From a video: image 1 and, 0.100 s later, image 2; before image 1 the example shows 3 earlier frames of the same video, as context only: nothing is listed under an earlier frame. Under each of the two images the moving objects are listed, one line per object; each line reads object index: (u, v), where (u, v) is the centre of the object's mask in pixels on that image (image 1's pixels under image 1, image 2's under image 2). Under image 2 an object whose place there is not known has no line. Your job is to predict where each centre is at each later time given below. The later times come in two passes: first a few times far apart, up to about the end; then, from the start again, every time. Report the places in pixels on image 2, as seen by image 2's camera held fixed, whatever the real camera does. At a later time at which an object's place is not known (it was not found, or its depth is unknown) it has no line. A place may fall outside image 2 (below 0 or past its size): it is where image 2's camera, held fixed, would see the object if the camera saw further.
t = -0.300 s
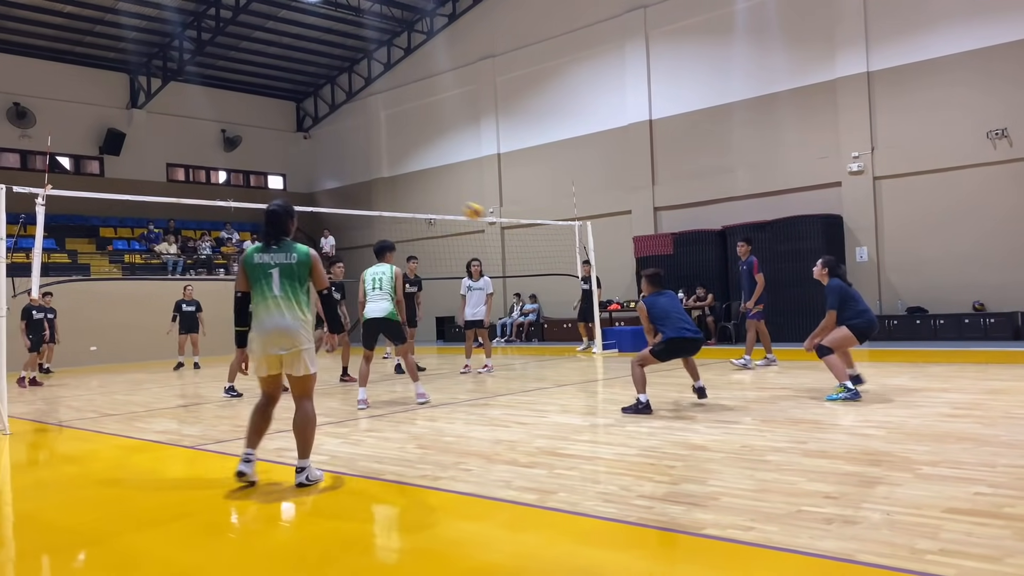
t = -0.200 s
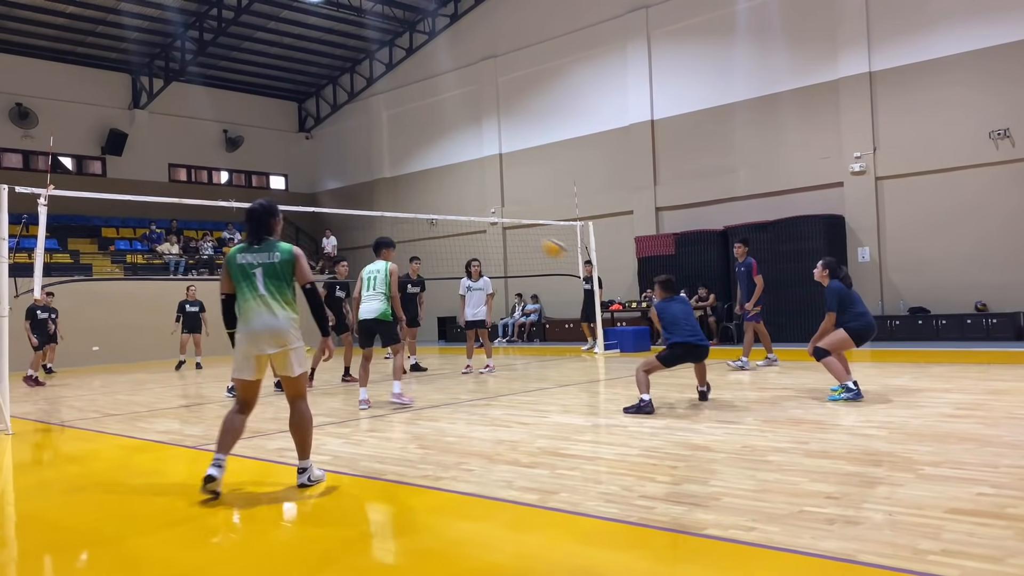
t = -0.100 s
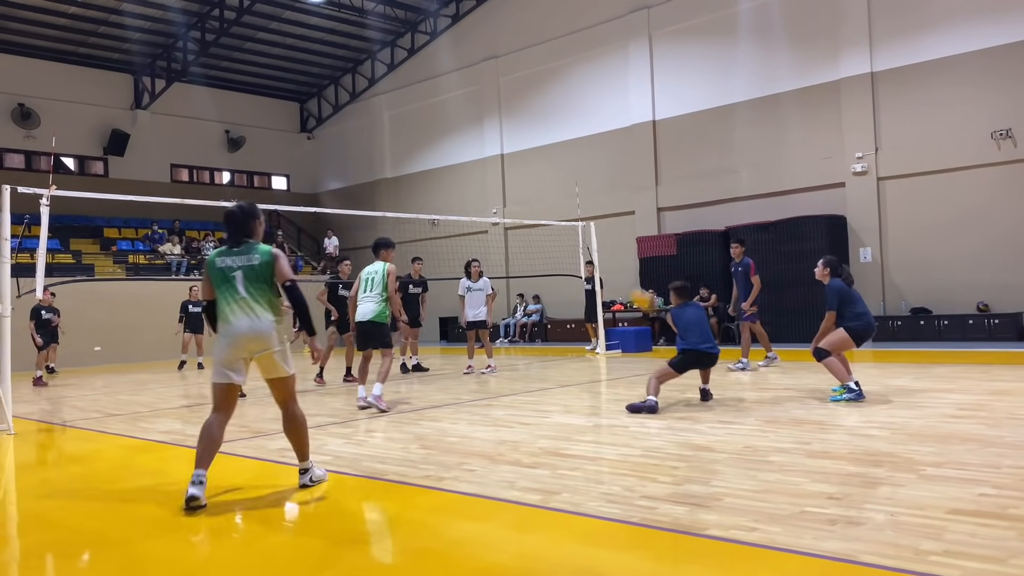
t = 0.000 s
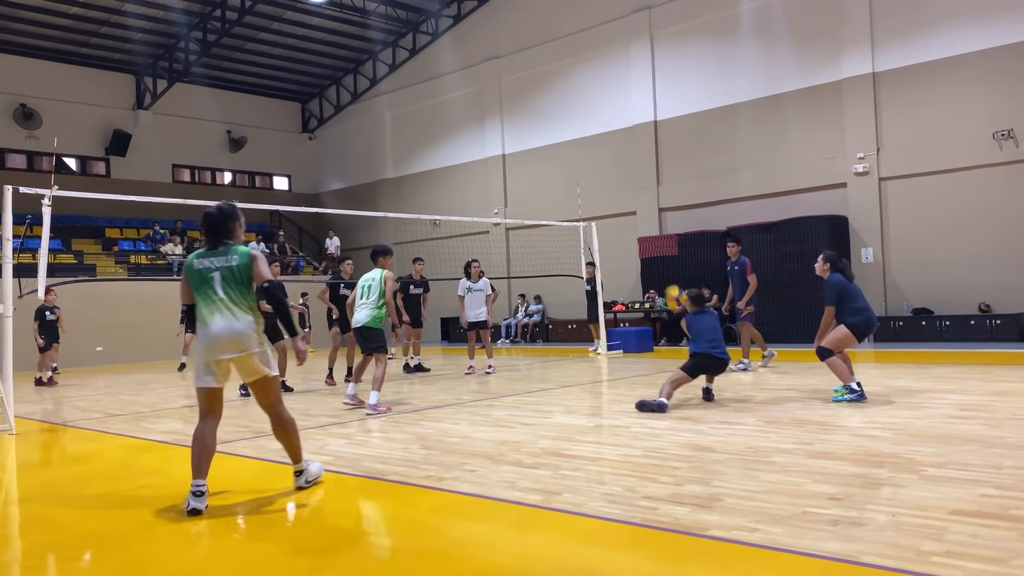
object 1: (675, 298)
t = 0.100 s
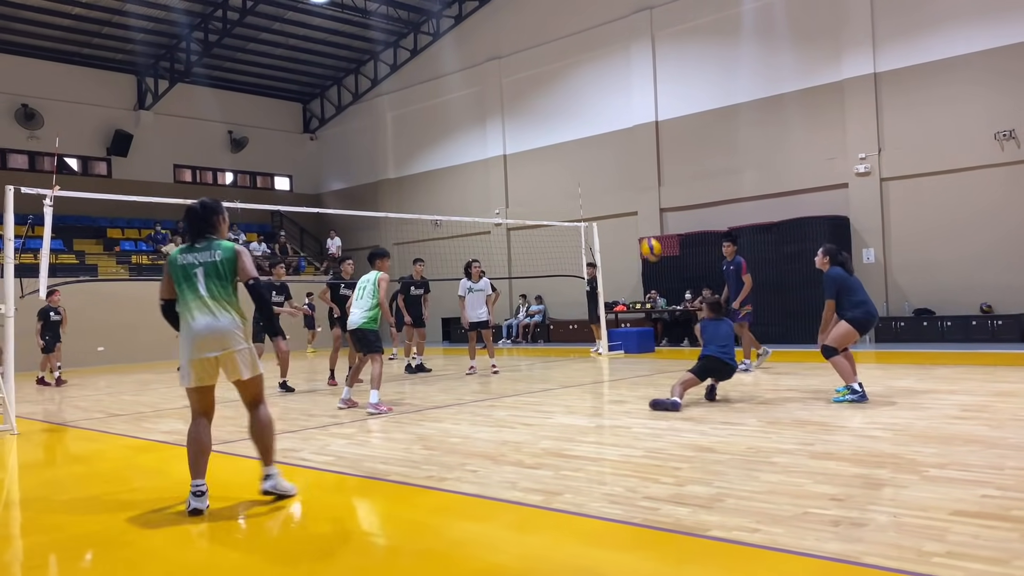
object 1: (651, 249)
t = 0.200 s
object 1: (627, 211)
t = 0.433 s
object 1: (581, 162)
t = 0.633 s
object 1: (547, 158)
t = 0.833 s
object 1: (519, 180)
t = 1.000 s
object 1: (498, 217)
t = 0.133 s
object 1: (643, 236)
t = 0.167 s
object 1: (635, 222)
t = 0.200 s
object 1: (627, 211)
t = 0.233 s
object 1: (620, 201)
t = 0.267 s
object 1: (613, 192)
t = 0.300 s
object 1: (606, 184)
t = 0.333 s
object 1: (599, 177)
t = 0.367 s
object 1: (593, 172)
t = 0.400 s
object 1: (586, 166)
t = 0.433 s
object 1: (581, 162)
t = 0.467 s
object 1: (575, 160)
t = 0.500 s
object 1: (569, 158)
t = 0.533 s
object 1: (563, 157)
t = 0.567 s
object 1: (558, 156)
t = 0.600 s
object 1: (552, 157)
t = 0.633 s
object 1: (547, 158)
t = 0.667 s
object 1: (542, 160)
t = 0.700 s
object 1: (537, 163)
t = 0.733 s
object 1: (532, 166)
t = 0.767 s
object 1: (528, 170)
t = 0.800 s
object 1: (523, 175)
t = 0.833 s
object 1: (519, 180)
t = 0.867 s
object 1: (514, 187)
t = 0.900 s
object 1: (510, 194)
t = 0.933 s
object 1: (506, 201)
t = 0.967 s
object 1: (502, 209)
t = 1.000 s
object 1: (498, 217)
